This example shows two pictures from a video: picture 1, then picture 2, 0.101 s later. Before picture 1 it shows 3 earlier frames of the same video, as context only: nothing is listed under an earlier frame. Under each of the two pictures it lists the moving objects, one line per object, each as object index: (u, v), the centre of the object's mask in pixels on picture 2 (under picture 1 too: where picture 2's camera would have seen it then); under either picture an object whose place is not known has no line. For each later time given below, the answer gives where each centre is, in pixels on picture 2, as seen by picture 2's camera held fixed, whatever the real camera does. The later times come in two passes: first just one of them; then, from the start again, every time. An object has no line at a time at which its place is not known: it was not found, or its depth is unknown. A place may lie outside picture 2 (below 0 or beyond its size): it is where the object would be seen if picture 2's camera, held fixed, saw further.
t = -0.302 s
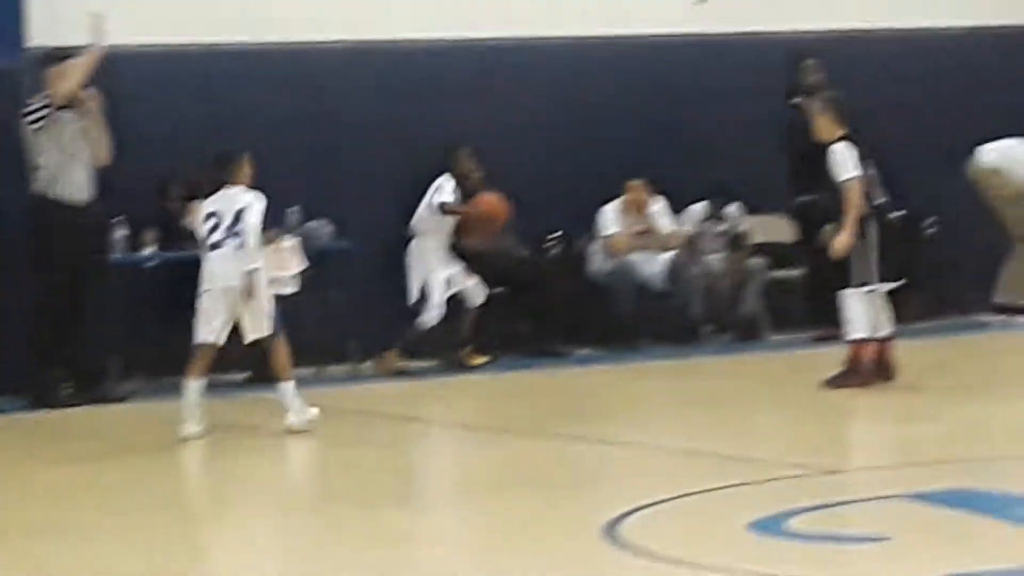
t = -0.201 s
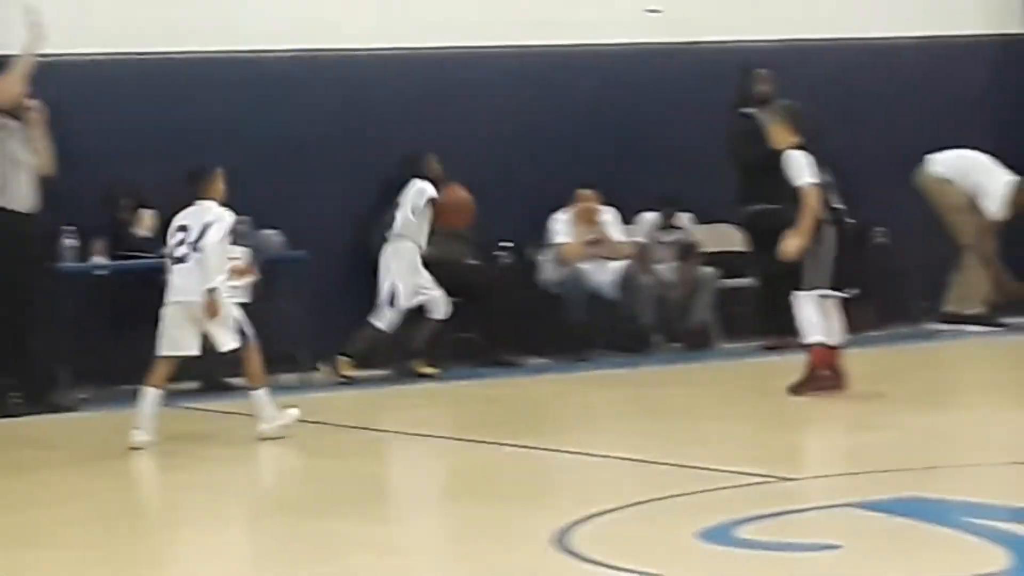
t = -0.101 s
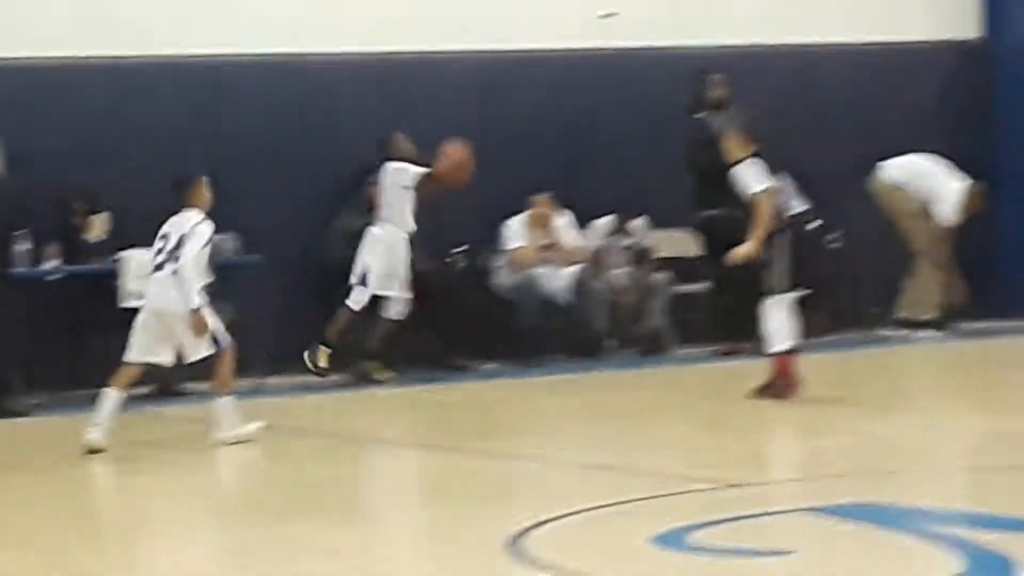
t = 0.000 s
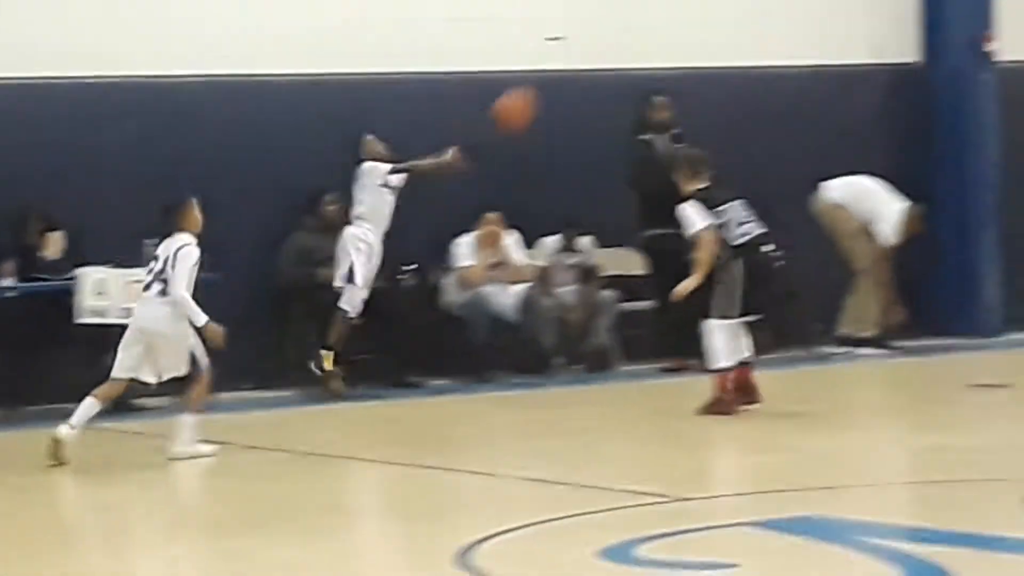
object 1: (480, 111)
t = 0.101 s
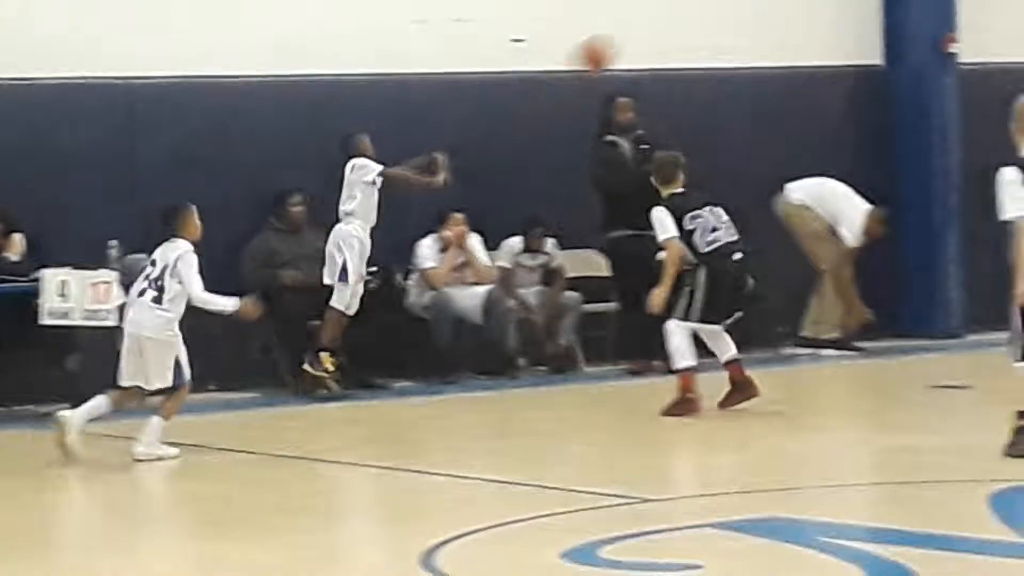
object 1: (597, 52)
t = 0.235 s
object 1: (739, 7)
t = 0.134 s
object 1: (634, 39)
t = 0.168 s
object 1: (669, 27)
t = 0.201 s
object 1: (705, 16)
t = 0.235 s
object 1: (739, 7)
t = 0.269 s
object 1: (774, 1)
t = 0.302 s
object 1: (809, -6)
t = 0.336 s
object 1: (840, -9)
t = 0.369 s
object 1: (872, -8)
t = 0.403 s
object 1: (904, -8)
